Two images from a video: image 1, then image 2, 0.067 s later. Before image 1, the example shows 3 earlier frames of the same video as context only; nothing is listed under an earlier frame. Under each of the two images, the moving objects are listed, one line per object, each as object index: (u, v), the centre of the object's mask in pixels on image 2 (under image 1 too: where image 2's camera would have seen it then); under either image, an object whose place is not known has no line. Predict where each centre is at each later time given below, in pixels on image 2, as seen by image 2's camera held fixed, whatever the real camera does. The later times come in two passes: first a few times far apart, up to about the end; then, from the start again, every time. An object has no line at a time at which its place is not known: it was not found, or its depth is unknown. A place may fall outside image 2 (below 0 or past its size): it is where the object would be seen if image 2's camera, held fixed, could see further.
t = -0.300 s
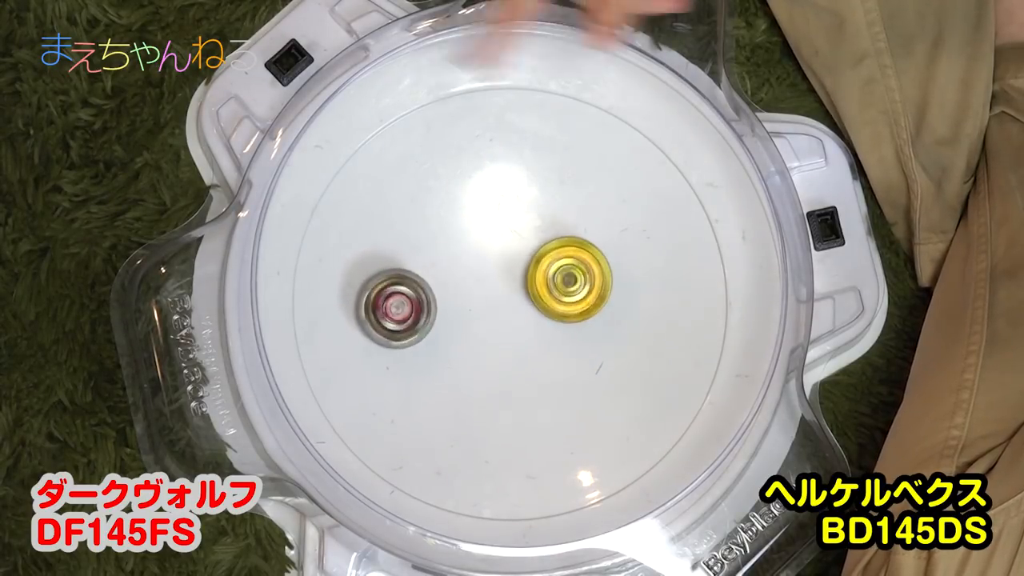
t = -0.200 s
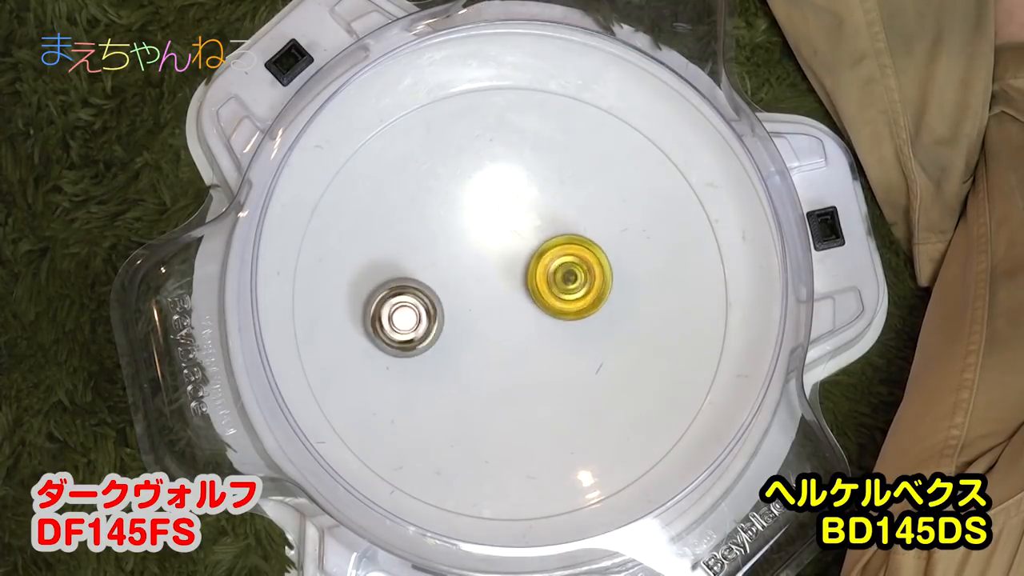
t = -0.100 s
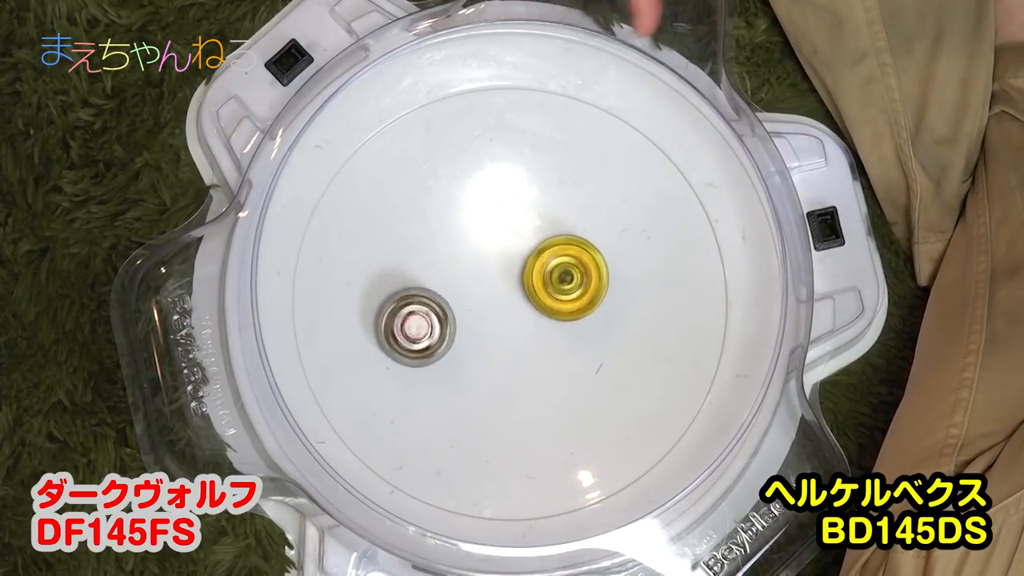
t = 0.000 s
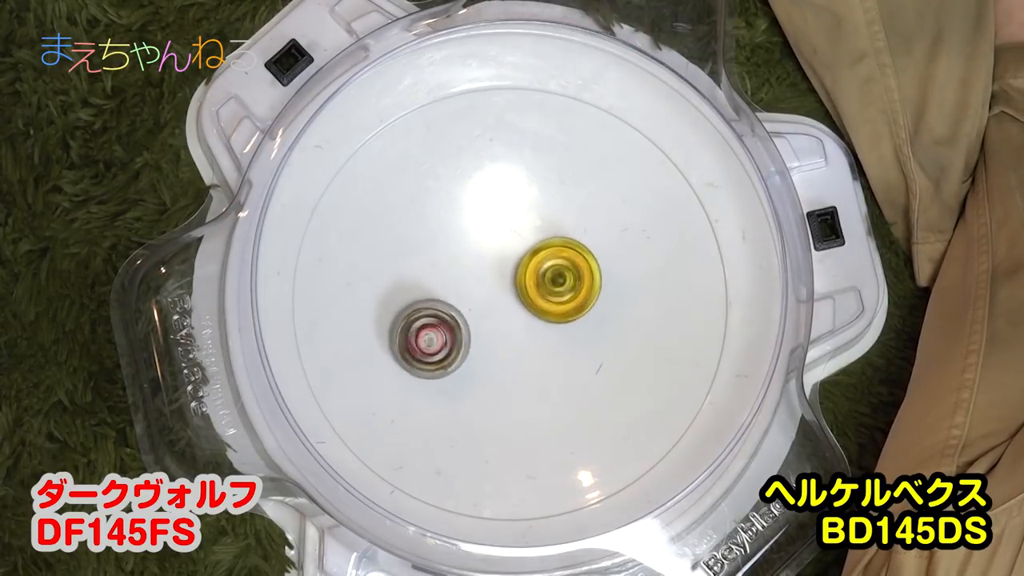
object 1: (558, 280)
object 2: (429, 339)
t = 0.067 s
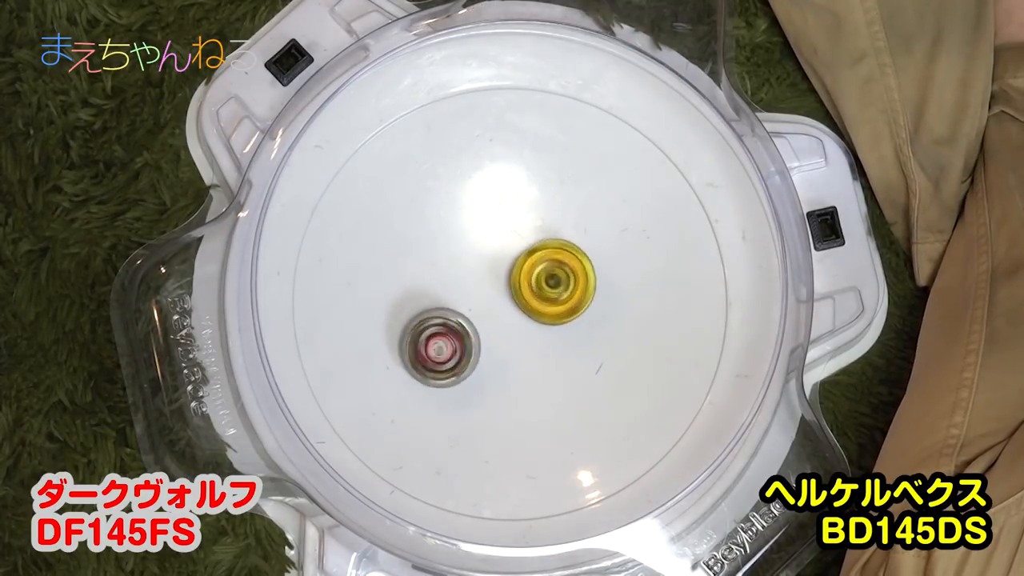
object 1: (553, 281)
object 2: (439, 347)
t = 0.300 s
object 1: (531, 284)
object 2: (471, 378)
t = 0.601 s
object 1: (504, 278)
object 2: (494, 398)
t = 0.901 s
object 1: (488, 262)
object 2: (516, 383)
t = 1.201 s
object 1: (490, 259)
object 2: (555, 352)
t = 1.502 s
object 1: (500, 280)
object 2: (585, 333)
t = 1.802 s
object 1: (498, 306)
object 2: (583, 320)
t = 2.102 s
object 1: (484, 324)
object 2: (563, 288)
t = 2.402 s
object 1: (472, 325)
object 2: (553, 252)
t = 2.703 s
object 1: (485, 312)
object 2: (544, 244)
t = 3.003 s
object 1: (477, 336)
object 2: (559, 227)
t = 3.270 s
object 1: (492, 346)
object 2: (531, 236)
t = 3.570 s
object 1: (514, 343)
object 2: (487, 238)
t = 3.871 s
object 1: (536, 332)
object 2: (469, 234)
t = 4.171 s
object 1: (552, 318)
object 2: (466, 261)
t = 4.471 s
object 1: (552, 301)
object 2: (448, 297)
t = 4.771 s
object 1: (537, 286)
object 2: (437, 307)
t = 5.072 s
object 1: (529, 271)
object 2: (444, 323)
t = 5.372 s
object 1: (525, 266)
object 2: (452, 344)
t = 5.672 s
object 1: (514, 280)
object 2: (467, 355)
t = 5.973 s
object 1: (518, 269)
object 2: (460, 388)
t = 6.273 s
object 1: (514, 277)
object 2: (480, 377)
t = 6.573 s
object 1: (503, 293)
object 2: (526, 377)
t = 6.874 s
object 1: (487, 303)
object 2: (543, 386)
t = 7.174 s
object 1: (478, 304)
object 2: (552, 357)
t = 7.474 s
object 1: (457, 268)
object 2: (599, 373)
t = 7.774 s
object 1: (468, 277)
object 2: (579, 349)
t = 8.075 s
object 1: (489, 325)
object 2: (542, 264)
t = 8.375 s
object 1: (489, 359)
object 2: (422, 277)
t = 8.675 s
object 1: (491, 357)
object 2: (467, 263)
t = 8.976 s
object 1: (509, 351)
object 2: (471, 263)
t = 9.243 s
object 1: (530, 350)
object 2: (478, 294)
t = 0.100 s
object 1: (550, 282)
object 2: (445, 351)
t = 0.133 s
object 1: (547, 283)
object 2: (449, 356)
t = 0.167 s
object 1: (544, 283)
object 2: (454, 360)
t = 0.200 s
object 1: (541, 284)
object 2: (459, 365)
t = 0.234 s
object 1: (538, 284)
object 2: (463, 369)
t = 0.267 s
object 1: (534, 284)
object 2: (467, 374)
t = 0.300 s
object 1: (531, 284)
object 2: (471, 378)
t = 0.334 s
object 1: (528, 284)
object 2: (474, 382)
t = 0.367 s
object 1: (525, 284)
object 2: (478, 386)
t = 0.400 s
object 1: (522, 284)
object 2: (481, 389)
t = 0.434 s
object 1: (519, 283)
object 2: (484, 391)
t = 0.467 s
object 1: (516, 282)
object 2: (486, 393)
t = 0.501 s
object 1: (513, 281)
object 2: (489, 395)
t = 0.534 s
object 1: (510, 280)
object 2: (491, 397)
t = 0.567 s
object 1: (507, 279)
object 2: (492, 398)
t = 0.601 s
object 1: (504, 278)
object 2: (494, 398)
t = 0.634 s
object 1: (502, 276)
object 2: (496, 398)
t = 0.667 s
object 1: (500, 275)
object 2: (498, 397)
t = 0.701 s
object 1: (497, 273)
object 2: (500, 397)
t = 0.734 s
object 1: (495, 271)
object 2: (502, 395)
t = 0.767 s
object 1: (493, 269)
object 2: (504, 393)
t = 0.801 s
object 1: (492, 267)
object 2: (507, 390)
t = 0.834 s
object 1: (490, 265)
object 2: (510, 389)
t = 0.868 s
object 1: (489, 264)
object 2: (513, 386)
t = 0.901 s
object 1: (488, 262)
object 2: (516, 383)
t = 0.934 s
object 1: (487, 260)
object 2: (519, 380)
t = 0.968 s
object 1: (486, 259)
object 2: (523, 376)
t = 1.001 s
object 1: (486, 258)
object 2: (527, 373)
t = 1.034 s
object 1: (486, 257)
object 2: (532, 369)
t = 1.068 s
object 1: (486, 257)
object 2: (536, 365)
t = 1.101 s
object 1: (487, 257)
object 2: (541, 362)
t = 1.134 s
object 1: (487, 257)
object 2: (545, 358)
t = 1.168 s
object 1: (488, 258)
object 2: (550, 355)
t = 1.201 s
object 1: (490, 259)
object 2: (555, 352)
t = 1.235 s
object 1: (491, 261)
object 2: (560, 349)
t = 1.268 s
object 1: (492, 263)
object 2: (564, 346)
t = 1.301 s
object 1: (494, 265)
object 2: (568, 344)
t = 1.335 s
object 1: (495, 267)
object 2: (572, 341)
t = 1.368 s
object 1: (496, 269)
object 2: (575, 339)
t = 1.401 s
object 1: (497, 272)
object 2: (578, 337)
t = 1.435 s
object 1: (498, 274)
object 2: (581, 336)
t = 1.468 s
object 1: (499, 277)
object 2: (583, 335)
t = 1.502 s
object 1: (500, 280)
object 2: (585, 333)
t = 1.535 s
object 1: (500, 283)
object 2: (586, 333)
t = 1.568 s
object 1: (501, 286)
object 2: (588, 331)
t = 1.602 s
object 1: (501, 288)
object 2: (588, 331)
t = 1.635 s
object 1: (501, 291)
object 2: (588, 329)
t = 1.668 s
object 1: (500, 294)
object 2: (587, 328)
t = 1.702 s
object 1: (500, 297)
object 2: (586, 326)
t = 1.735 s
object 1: (499, 300)
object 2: (585, 325)
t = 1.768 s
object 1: (499, 303)
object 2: (584, 322)
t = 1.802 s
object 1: (498, 306)
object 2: (583, 320)
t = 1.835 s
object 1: (497, 308)
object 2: (581, 318)
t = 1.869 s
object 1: (496, 311)
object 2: (580, 315)
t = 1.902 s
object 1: (494, 313)
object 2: (578, 312)
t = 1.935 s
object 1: (493, 316)
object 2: (575, 309)
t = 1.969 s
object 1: (491, 318)
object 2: (573, 305)
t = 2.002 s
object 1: (489, 320)
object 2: (571, 301)
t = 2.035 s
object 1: (487, 321)
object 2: (569, 297)
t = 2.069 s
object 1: (486, 323)
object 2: (566, 292)
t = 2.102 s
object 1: (484, 324)
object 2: (563, 288)
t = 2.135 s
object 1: (482, 325)
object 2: (562, 283)
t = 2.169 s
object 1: (480, 326)
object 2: (559, 279)
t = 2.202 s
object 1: (478, 327)
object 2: (558, 274)
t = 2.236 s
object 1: (476, 327)
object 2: (557, 270)
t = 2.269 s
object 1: (475, 327)
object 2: (556, 265)
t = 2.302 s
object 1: (473, 327)
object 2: (554, 262)
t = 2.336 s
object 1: (472, 327)
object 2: (553, 258)
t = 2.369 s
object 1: (472, 326)
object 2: (553, 255)
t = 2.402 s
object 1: (472, 325)
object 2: (553, 252)
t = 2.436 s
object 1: (472, 324)
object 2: (552, 250)
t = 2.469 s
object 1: (473, 323)
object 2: (551, 247)
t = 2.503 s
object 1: (473, 321)
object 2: (551, 245)
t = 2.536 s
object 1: (475, 320)
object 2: (551, 244)
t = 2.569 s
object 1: (477, 318)
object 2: (550, 243)
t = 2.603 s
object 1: (478, 316)
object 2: (549, 243)
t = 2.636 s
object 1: (480, 315)
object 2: (547, 243)
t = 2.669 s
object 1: (482, 313)
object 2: (546, 244)
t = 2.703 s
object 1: (485, 312)
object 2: (544, 244)
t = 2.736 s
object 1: (487, 311)
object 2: (543, 245)
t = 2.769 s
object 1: (490, 310)
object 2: (540, 246)
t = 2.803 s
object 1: (482, 318)
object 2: (550, 236)
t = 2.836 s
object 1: (476, 324)
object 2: (560, 228)
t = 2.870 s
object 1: (473, 327)
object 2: (565, 225)
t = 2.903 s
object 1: (474, 329)
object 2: (565, 227)
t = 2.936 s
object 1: (475, 332)
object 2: (563, 227)
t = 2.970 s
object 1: (476, 334)
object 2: (561, 227)
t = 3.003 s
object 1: (477, 336)
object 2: (559, 227)
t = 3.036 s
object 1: (479, 338)
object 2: (557, 228)
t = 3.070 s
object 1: (480, 340)
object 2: (555, 229)
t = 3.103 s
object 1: (482, 342)
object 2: (552, 229)
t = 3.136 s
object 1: (484, 343)
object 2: (549, 230)
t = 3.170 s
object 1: (486, 344)
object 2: (545, 232)
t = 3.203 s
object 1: (488, 345)
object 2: (541, 234)
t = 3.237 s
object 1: (490, 346)
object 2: (536, 235)
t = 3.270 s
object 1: (492, 346)
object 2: (531, 236)
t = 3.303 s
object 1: (495, 346)
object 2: (526, 238)
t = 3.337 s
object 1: (497, 346)
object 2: (521, 239)
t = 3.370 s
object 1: (499, 346)
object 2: (515, 240)
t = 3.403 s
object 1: (502, 346)
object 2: (510, 240)
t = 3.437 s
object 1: (504, 346)
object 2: (505, 240)
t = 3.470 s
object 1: (507, 345)
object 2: (500, 240)
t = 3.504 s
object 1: (509, 344)
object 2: (495, 239)
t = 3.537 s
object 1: (511, 344)
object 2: (491, 239)
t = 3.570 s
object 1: (514, 343)
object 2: (487, 238)
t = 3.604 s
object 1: (516, 342)
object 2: (483, 237)
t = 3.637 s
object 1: (519, 341)
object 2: (480, 236)
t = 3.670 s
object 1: (521, 340)
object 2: (477, 235)
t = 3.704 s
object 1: (524, 339)
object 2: (475, 234)
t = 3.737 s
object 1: (526, 337)
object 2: (473, 233)
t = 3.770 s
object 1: (529, 336)
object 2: (472, 233)
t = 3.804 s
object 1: (531, 335)
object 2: (470, 232)
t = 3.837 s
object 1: (534, 333)
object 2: (470, 233)
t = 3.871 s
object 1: (536, 332)
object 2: (469, 234)
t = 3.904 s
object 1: (538, 331)
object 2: (469, 235)
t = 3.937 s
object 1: (540, 329)
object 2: (468, 238)
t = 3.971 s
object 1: (542, 327)
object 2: (468, 239)
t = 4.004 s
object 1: (544, 326)
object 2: (468, 242)
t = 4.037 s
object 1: (546, 325)
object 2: (468, 245)
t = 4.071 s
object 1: (548, 323)
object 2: (467, 248)
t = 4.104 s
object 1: (549, 321)
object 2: (467, 252)
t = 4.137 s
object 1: (551, 319)
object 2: (467, 256)
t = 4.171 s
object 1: (552, 318)
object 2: (466, 261)
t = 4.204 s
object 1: (553, 316)
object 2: (465, 265)
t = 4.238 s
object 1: (553, 314)
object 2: (463, 270)
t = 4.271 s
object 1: (554, 313)
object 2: (462, 274)
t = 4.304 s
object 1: (554, 310)
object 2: (460, 279)
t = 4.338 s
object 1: (554, 309)
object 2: (458, 283)
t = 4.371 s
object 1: (554, 307)
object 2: (456, 287)
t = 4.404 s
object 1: (553, 305)
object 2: (453, 290)
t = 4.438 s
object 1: (553, 303)
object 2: (450, 293)
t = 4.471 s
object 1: (552, 301)
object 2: (448, 297)
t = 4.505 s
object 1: (550, 300)
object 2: (445, 299)
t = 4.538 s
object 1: (549, 298)
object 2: (443, 301)
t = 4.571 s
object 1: (548, 296)
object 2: (442, 302)
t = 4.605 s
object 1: (546, 294)
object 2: (440, 304)
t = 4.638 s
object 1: (545, 292)
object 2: (438, 305)
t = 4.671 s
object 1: (543, 290)
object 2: (437, 305)
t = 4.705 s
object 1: (541, 289)
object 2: (437, 306)
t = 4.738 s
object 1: (539, 287)
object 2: (437, 307)
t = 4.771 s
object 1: (537, 286)
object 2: (437, 307)
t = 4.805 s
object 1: (535, 285)
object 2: (439, 308)
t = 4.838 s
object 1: (533, 283)
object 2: (440, 309)
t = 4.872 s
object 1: (531, 282)
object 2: (441, 310)
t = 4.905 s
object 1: (529, 280)
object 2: (443, 311)
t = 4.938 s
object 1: (527, 279)
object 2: (445, 313)
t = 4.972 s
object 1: (525, 278)
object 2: (448, 314)
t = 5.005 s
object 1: (528, 274)
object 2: (444, 319)
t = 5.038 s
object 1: (530, 273)
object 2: (442, 321)
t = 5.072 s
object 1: (529, 271)
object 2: (444, 323)
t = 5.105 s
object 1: (529, 269)
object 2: (446, 326)
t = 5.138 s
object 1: (529, 267)
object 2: (446, 330)
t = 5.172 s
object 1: (529, 266)
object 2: (447, 332)
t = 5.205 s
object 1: (528, 265)
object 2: (448, 334)
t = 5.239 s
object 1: (528, 265)
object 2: (449, 336)
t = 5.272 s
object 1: (527, 264)
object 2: (450, 338)
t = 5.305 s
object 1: (526, 265)
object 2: (451, 341)
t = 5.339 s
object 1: (526, 265)
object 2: (451, 342)
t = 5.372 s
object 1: (525, 266)
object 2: (452, 344)
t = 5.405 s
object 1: (524, 268)
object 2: (454, 345)
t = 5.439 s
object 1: (523, 268)
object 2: (455, 347)
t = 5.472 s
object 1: (522, 270)
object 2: (456, 349)
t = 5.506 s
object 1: (522, 271)
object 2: (457, 349)
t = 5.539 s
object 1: (520, 273)
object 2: (459, 351)
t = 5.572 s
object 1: (518, 275)
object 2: (461, 352)
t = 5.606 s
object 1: (517, 276)
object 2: (462, 353)
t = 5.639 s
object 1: (516, 278)
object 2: (465, 354)
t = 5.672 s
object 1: (514, 280)
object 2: (467, 355)
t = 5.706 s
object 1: (512, 282)
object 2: (469, 356)
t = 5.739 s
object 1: (511, 283)
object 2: (471, 357)
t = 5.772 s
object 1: (515, 277)
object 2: (465, 369)
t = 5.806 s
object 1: (520, 273)
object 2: (460, 378)
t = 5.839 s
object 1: (521, 272)
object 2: (459, 381)
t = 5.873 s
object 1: (520, 271)
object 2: (460, 382)
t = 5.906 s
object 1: (520, 270)
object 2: (461, 385)
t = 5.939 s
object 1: (519, 269)
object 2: (461, 387)
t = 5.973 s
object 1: (518, 269)
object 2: (460, 388)
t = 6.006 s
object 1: (519, 269)
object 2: (460, 388)
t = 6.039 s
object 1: (518, 269)
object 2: (461, 387)
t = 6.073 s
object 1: (518, 270)
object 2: (463, 387)
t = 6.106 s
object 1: (517, 270)
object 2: (464, 387)
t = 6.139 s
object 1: (517, 272)
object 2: (466, 385)
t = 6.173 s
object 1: (516, 273)
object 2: (469, 383)
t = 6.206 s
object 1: (515, 274)
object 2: (472, 381)
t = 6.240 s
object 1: (515, 275)
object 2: (476, 380)
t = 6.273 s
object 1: (514, 277)
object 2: (480, 377)
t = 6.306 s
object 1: (513, 279)
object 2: (485, 375)
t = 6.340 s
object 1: (512, 281)
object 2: (490, 374)
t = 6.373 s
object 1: (511, 282)
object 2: (496, 374)
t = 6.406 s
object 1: (509, 284)
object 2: (501, 373)
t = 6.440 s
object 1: (508, 286)
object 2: (506, 373)
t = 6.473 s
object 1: (507, 288)
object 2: (512, 373)
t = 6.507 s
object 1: (506, 290)
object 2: (517, 374)
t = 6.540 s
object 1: (504, 291)
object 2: (521, 376)
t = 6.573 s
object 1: (503, 293)
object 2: (526, 377)
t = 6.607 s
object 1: (501, 294)
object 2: (530, 379)
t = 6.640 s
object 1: (499, 296)
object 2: (534, 381)
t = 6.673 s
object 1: (498, 297)
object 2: (536, 383)
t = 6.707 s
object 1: (496, 298)
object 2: (538, 385)
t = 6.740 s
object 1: (494, 300)
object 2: (540, 385)
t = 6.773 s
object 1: (492, 300)
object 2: (541, 387)
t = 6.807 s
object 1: (491, 302)
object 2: (541, 387)
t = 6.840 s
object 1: (489, 302)
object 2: (541, 386)
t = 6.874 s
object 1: (487, 303)
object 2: (543, 386)
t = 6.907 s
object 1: (485, 304)
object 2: (543, 384)
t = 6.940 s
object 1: (484, 305)
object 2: (542, 382)
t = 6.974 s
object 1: (483, 305)
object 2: (542, 379)
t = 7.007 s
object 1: (482, 305)
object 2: (543, 376)
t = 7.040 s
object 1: (482, 305)
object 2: (543, 372)
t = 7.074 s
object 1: (481, 306)
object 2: (544, 368)
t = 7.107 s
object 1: (481, 306)
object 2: (546, 363)
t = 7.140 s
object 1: (481, 306)
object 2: (547, 359)
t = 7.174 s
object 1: (478, 304)
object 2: (552, 357)
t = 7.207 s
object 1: (467, 291)
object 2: (570, 367)
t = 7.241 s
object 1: (458, 282)
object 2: (584, 374)
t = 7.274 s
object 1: (454, 276)
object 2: (593, 378)
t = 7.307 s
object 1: (454, 273)
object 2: (597, 379)
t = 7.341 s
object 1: (454, 273)
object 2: (598, 378)
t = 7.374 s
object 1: (454, 272)
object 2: (599, 376)
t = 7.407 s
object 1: (454, 270)
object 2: (599, 375)
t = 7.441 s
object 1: (455, 269)
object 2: (599, 374)
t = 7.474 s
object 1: (457, 268)
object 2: (599, 373)
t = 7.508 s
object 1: (458, 268)
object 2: (598, 373)
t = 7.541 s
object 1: (459, 268)
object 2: (597, 372)
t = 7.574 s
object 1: (461, 269)
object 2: (595, 372)
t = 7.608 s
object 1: (463, 269)
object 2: (592, 370)
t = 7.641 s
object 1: (464, 271)
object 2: (589, 367)
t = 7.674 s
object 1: (465, 272)
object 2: (586, 363)
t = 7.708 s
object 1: (466, 274)
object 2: (583, 359)
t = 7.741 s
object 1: (468, 275)
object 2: (581, 354)
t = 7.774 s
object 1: (468, 277)
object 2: (579, 349)
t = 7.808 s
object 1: (470, 280)
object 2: (577, 342)
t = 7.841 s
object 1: (472, 284)
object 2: (575, 335)
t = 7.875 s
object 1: (475, 289)
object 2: (574, 327)
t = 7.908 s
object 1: (478, 295)
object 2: (572, 318)
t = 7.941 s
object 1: (481, 301)
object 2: (571, 309)
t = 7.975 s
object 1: (484, 308)
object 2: (567, 298)
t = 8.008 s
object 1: (486, 314)
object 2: (561, 286)
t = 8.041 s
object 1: (488, 320)
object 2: (553, 275)
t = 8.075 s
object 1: (489, 325)
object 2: (542, 264)
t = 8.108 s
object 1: (489, 329)
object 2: (528, 255)
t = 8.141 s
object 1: (489, 333)
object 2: (510, 249)
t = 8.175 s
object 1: (488, 336)
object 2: (491, 247)
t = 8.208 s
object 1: (487, 338)
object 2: (471, 251)
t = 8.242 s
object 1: (486, 339)
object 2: (455, 260)
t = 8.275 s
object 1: (487, 346)
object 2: (441, 265)
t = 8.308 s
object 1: (489, 354)
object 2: (429, 267)
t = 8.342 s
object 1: (490, 357)
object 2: (423, 271)
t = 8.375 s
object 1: (489, 359)
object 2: (422, 277)
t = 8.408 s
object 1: (488, 359)
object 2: (423, 282)
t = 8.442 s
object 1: (488, 358)
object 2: (427, 289)
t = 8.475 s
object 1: (487, 358)
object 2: (434, 294)
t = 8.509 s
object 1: (487, 358)
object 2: (444, 295)
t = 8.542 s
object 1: (488, 361)
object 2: (453, 289)
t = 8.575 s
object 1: (489, 362)
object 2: (461, 281)
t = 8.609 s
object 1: (488, 360)
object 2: (466, 272)
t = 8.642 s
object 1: (489, 358)
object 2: (467, 266)
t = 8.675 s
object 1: (491, 357)
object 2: (467, 263)
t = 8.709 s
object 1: (492, 356)
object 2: (466, 263)
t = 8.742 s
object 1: (494, 355)
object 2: (465, 263)
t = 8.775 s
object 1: (495, 354)
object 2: (465, 263)
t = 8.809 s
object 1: (497, 354)
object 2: (464, 263)
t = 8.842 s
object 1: (499, 353)
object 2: (465, 263)
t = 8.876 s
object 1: (500, 353)
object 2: (466, 263)
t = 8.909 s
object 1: (502, 352)
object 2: (467, 263)
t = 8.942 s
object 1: (505, 351)
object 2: (468, 263)
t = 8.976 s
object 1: (509, 351)
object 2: (471, 263)
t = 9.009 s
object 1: (513, 350)
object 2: (474, 264)
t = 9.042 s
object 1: (517, 349)
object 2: (477, 265)
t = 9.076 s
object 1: (521, 348)
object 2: (480, 268)
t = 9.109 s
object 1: (524, 349)
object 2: (483, 273)
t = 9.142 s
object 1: (526, 350)
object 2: (485, 278)
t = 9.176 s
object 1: (528, 350)
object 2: (484, 284)
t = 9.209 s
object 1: (529, 350)
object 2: (482, 289)
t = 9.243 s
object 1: (530, 350)
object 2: (478, 294)
